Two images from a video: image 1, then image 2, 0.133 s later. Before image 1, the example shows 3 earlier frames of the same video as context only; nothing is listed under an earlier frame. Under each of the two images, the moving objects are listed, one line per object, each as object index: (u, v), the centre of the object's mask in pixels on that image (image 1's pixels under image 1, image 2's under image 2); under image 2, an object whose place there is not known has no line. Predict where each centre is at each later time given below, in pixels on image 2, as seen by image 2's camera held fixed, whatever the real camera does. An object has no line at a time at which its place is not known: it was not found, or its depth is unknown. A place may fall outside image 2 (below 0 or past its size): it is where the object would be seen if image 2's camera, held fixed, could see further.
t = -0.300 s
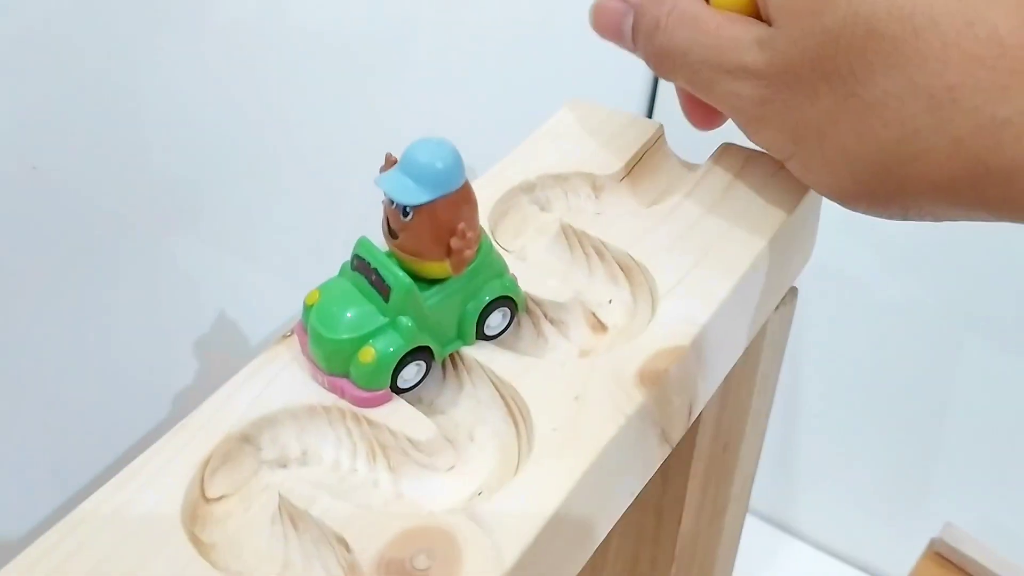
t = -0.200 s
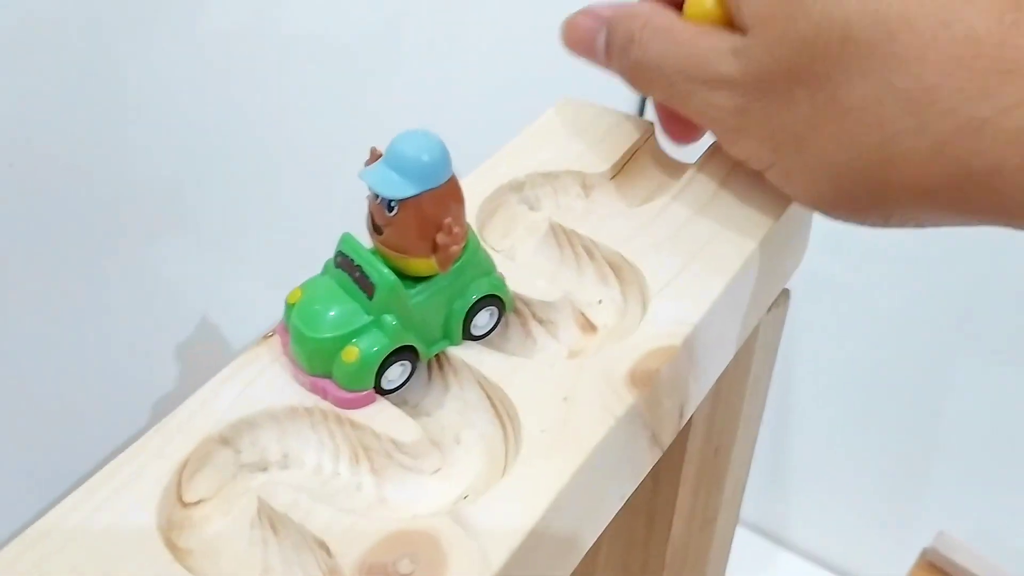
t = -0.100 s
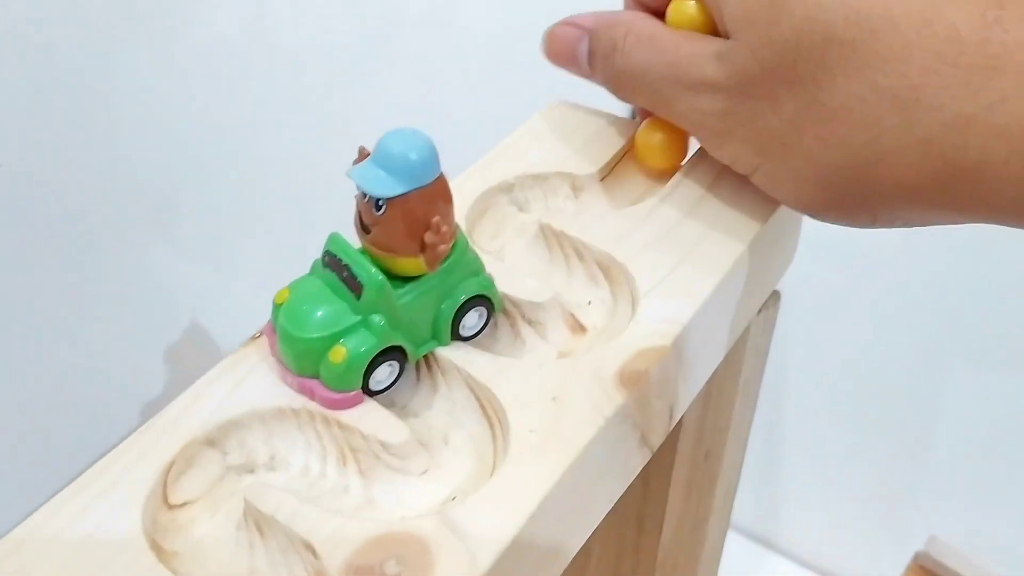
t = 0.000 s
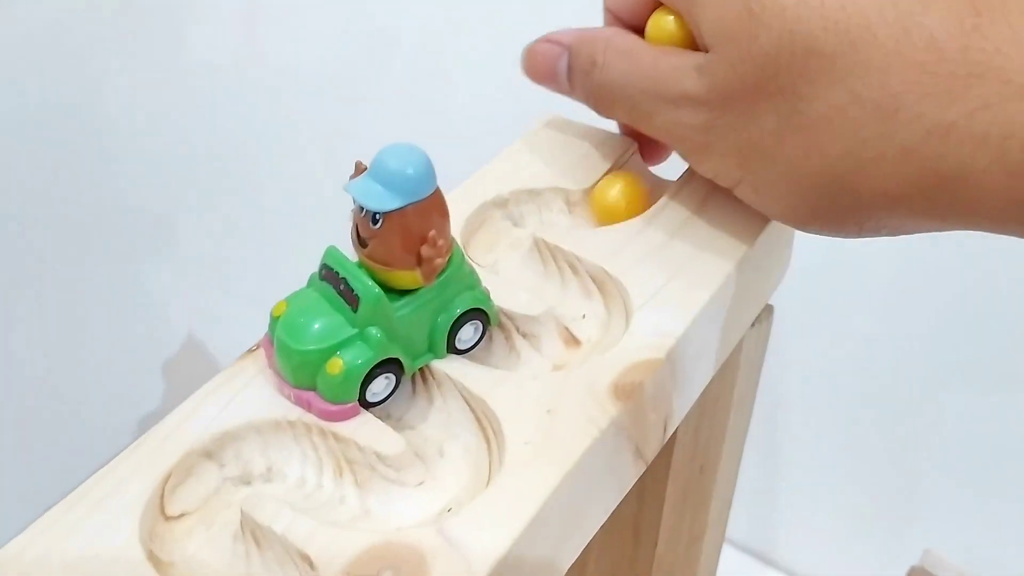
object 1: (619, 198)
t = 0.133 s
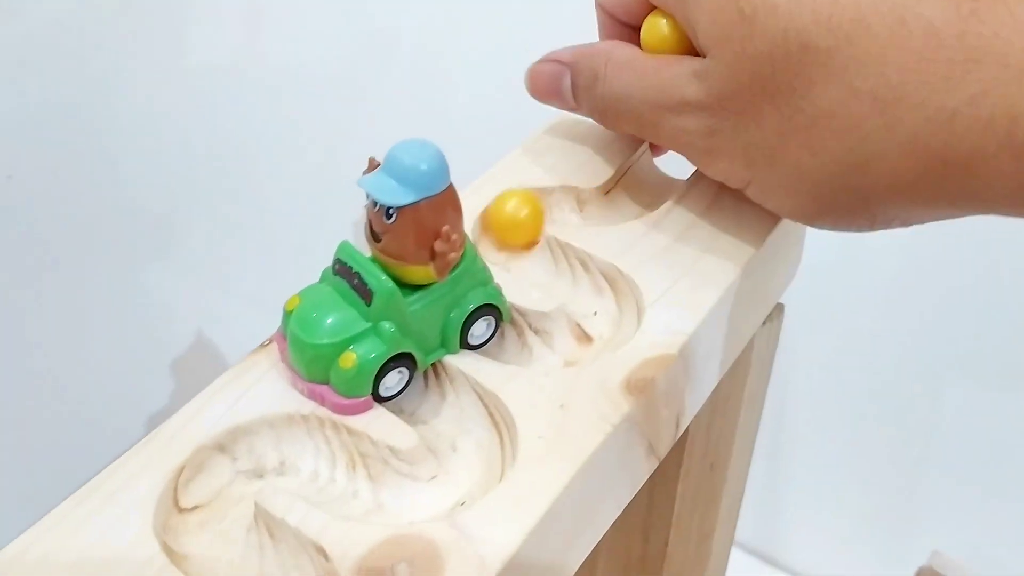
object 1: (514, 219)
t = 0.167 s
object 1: (504, 235)
